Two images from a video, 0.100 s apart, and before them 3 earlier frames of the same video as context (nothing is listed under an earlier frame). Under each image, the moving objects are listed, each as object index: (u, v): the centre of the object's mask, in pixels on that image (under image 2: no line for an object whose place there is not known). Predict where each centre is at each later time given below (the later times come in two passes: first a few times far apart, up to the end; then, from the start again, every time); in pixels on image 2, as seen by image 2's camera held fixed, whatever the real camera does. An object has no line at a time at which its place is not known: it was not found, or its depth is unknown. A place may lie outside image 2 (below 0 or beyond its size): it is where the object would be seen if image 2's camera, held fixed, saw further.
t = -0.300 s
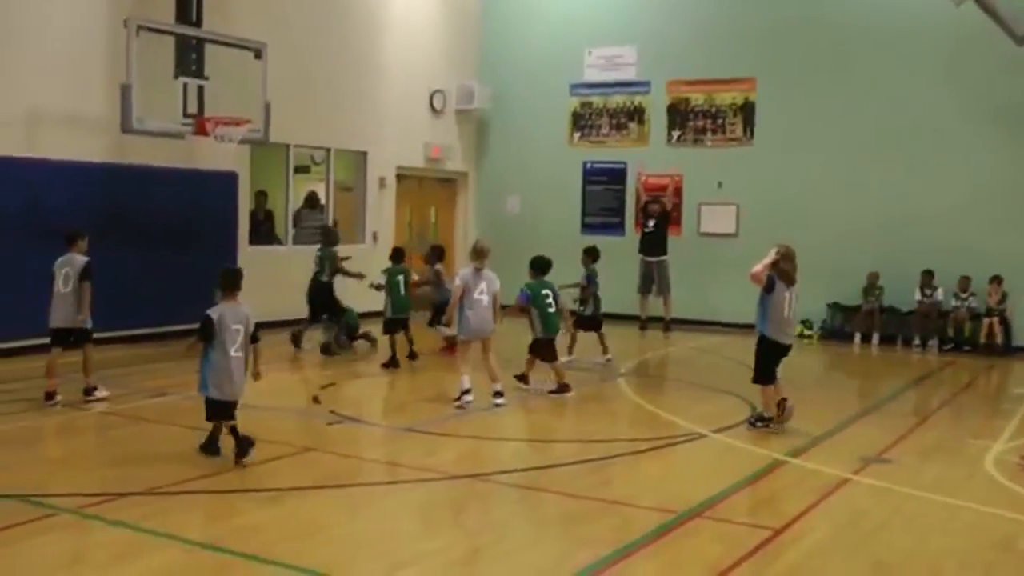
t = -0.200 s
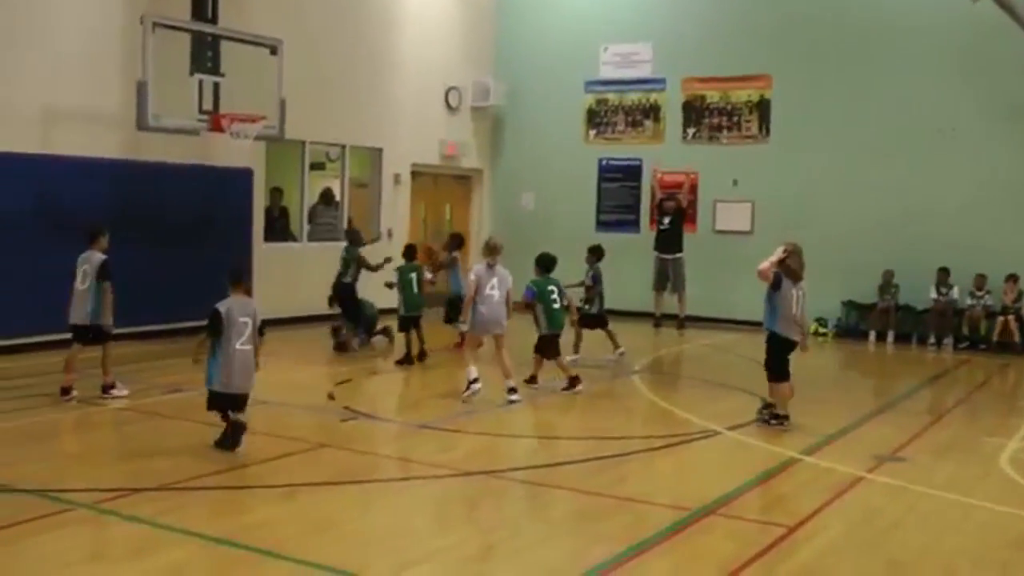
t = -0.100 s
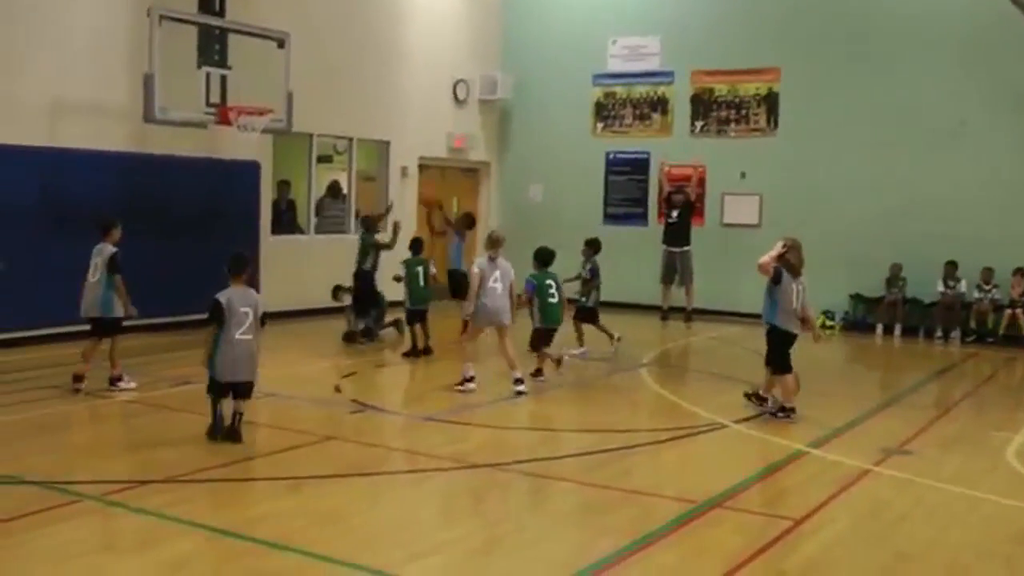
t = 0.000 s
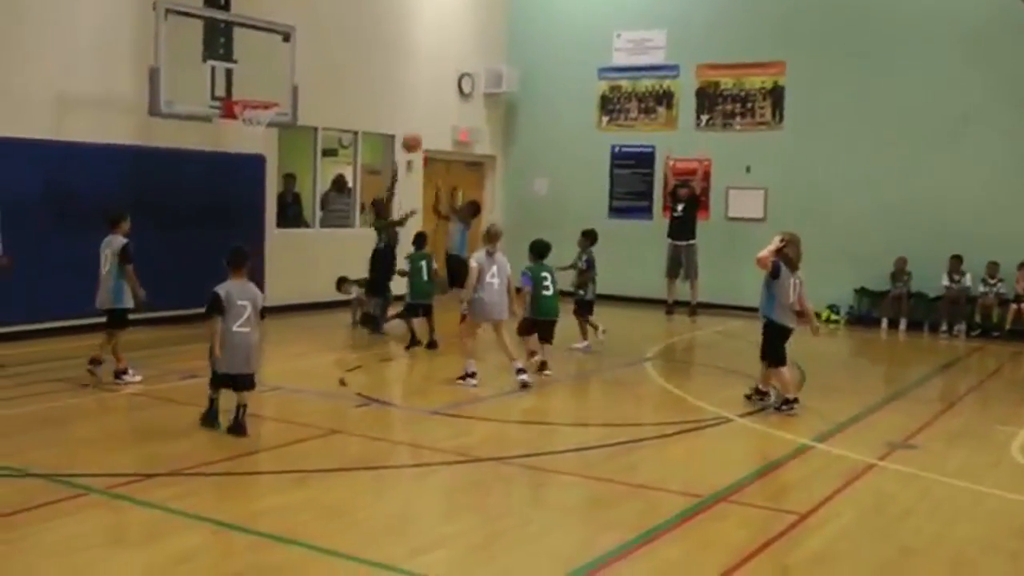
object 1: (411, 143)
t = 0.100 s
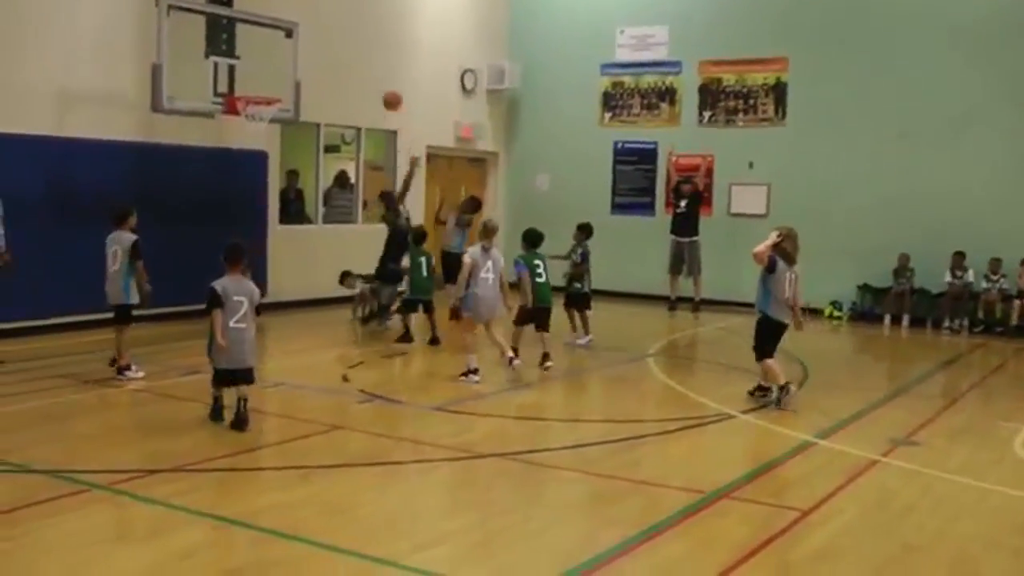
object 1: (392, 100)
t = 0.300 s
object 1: (348, 48)
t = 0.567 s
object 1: (288, 37)
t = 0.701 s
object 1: (261, 56)
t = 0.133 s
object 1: (384, 89)
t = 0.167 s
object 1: (377, 79)
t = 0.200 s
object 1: (370, 70)
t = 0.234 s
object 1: (363, 62)
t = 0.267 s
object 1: (356, 55)
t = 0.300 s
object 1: (348, 48)
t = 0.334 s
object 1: (341, 43)
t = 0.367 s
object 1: (333, 39)
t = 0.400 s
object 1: (326, 37)
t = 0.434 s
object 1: (319, 35)
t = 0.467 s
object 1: (311, 33)
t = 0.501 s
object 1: (305, 34)
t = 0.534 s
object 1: (296, 35)
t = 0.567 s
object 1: (288, 37)
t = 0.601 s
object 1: (281, 40)
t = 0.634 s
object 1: (273, 45)
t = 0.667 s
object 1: (265, 50)
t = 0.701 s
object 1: (261, 56)
